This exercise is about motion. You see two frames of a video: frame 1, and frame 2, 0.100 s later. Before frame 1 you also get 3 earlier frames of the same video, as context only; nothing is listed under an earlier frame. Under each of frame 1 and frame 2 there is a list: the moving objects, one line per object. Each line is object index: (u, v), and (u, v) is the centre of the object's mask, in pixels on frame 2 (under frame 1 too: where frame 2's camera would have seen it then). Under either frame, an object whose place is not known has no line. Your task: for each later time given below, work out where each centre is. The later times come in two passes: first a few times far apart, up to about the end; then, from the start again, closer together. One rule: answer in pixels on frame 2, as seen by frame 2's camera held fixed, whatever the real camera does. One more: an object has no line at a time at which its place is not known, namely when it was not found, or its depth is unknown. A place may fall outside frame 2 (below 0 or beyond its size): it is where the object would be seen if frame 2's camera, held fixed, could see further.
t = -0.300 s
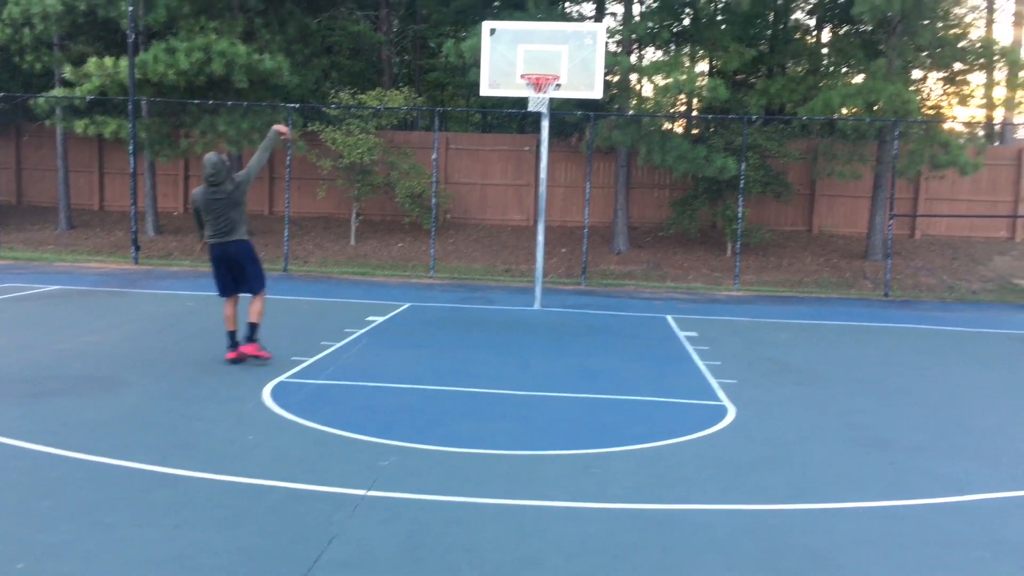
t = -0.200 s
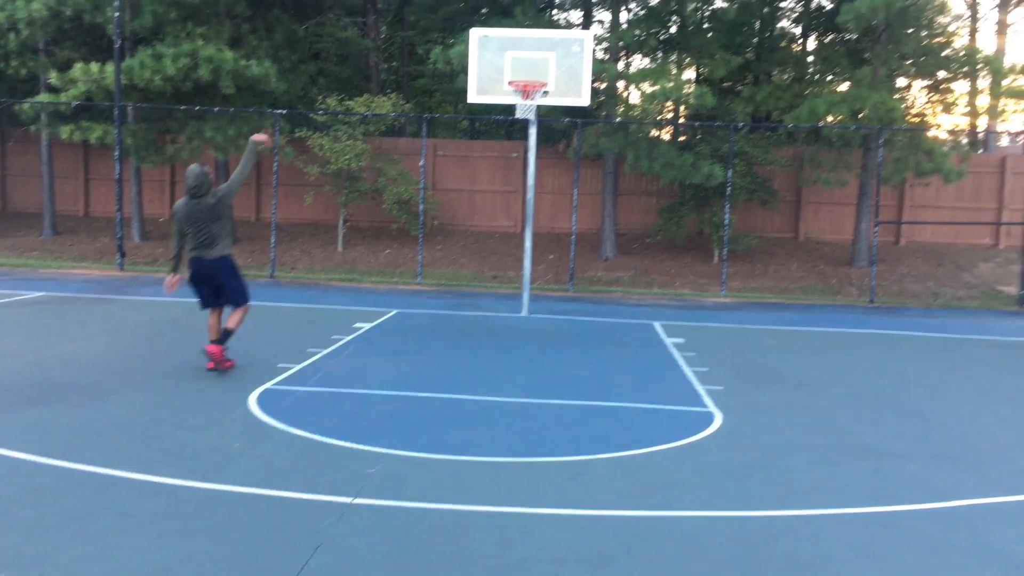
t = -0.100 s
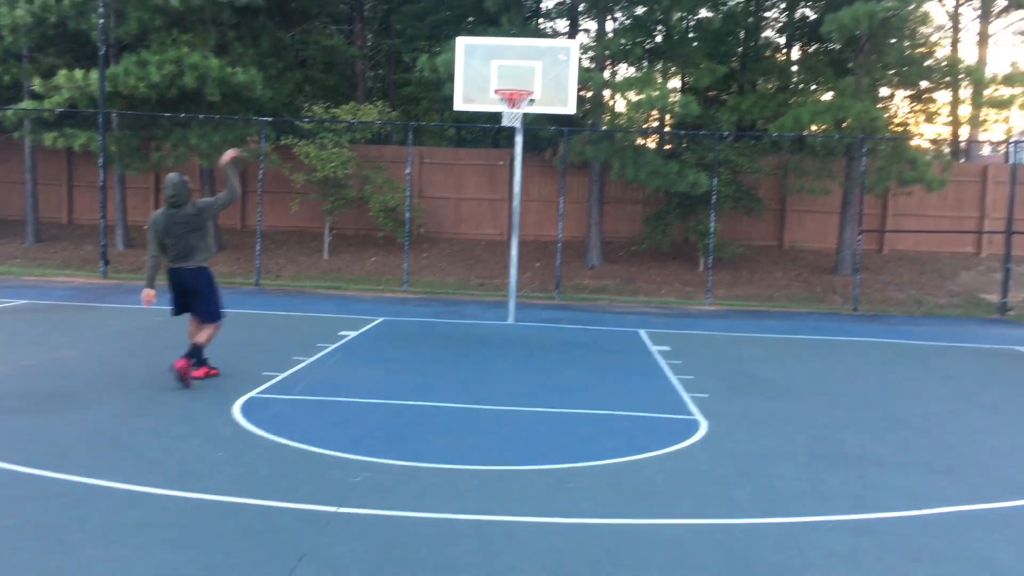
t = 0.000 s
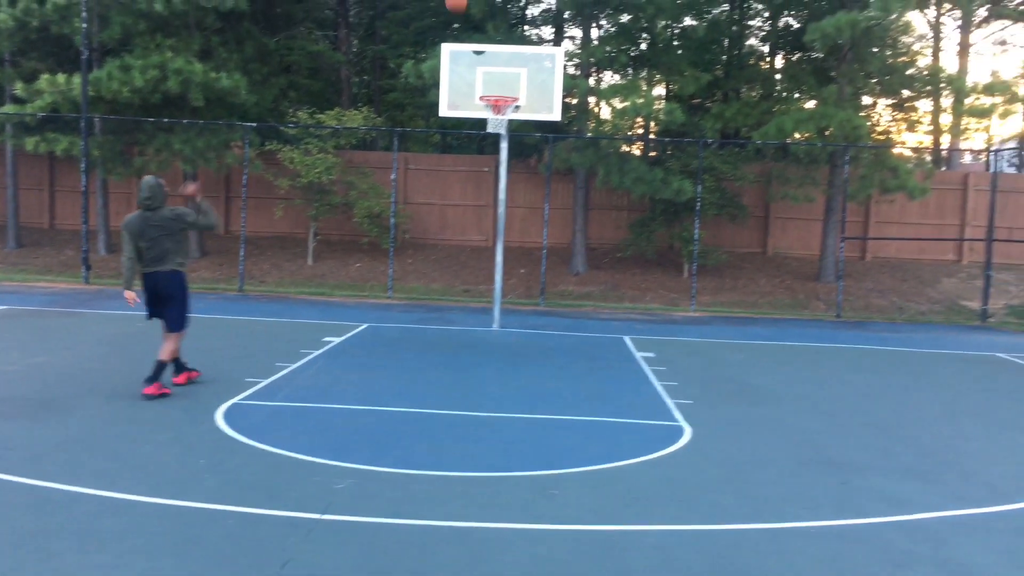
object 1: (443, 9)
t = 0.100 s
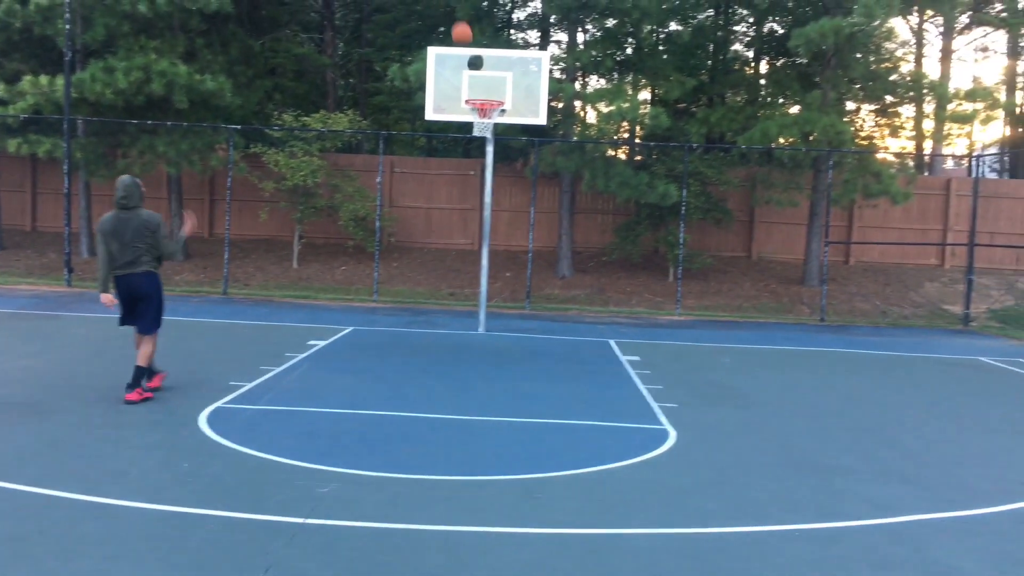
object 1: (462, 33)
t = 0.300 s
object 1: (489, 109)
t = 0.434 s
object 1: (472, 116)
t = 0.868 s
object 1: (483, 136)
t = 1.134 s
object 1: (480, 148)
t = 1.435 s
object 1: (474, 230)
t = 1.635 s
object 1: (467, 323)
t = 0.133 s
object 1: (467, 43)
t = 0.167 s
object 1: (474, 56)
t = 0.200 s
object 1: (480, 69)
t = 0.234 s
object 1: (486, 83)
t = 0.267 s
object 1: (491, 94)
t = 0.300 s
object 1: (489, 109)
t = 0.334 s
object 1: (485, 112)
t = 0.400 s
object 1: (490, 115)
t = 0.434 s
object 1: (472, 116)
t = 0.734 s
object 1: (479, 133)
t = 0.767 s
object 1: (479, 133)
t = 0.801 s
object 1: (483, 135)
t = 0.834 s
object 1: (484, 136)
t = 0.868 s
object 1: (483, 136)
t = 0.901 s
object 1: (483, 136)
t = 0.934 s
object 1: (483, 137)
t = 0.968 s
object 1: (482, 137)
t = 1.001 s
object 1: (482, 138)
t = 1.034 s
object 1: (482, 139)
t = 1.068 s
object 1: (481, 141)
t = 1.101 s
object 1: (481, 143)
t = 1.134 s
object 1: (480, 148)
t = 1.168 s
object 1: (479, 154)
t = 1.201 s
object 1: (479, 161)
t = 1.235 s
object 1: (478, 168)
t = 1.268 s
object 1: (477, 177)
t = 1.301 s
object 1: (477, 186)
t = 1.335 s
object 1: (476, 196)
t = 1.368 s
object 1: (475, 207)
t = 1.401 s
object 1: (475, 218)
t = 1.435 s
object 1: (474, 230)
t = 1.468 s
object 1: (472, 244)
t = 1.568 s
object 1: (469, 290)
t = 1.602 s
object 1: (468, 306)
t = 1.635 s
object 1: (467, 323)
